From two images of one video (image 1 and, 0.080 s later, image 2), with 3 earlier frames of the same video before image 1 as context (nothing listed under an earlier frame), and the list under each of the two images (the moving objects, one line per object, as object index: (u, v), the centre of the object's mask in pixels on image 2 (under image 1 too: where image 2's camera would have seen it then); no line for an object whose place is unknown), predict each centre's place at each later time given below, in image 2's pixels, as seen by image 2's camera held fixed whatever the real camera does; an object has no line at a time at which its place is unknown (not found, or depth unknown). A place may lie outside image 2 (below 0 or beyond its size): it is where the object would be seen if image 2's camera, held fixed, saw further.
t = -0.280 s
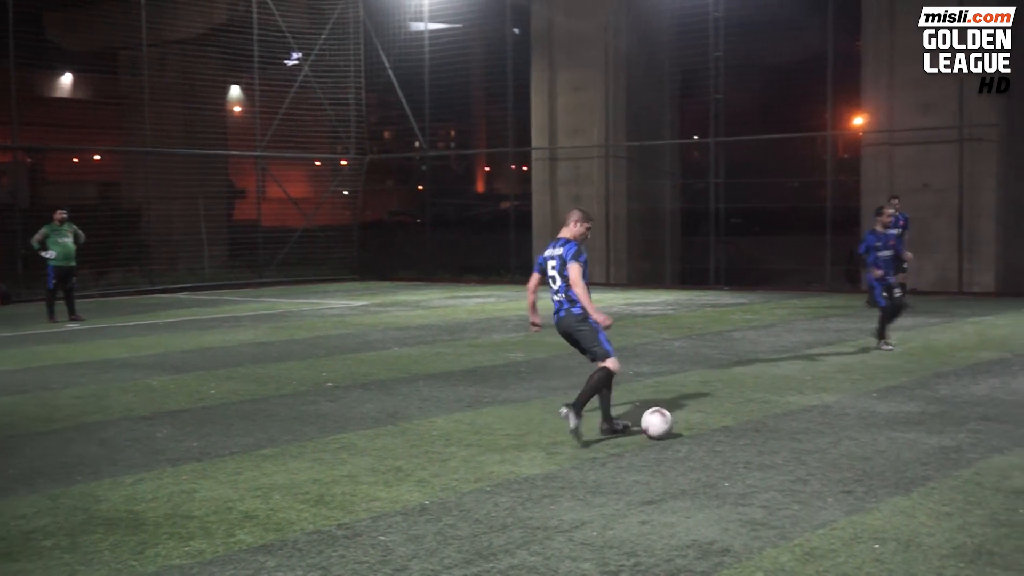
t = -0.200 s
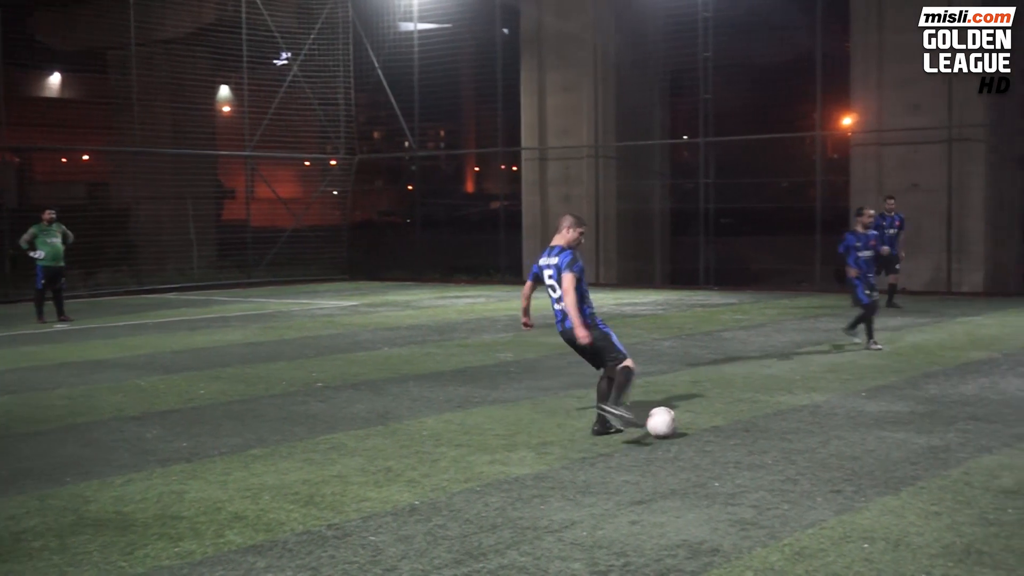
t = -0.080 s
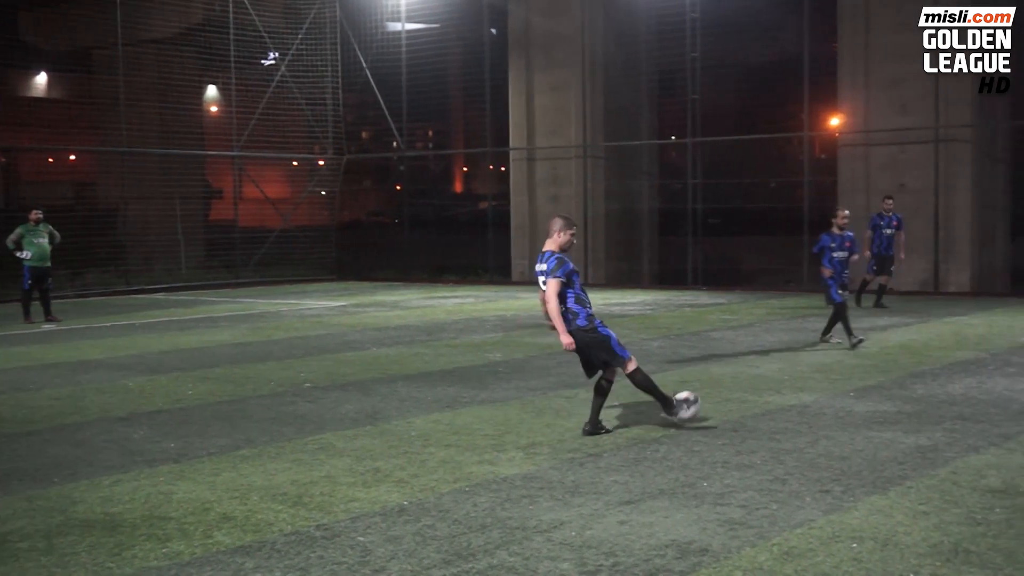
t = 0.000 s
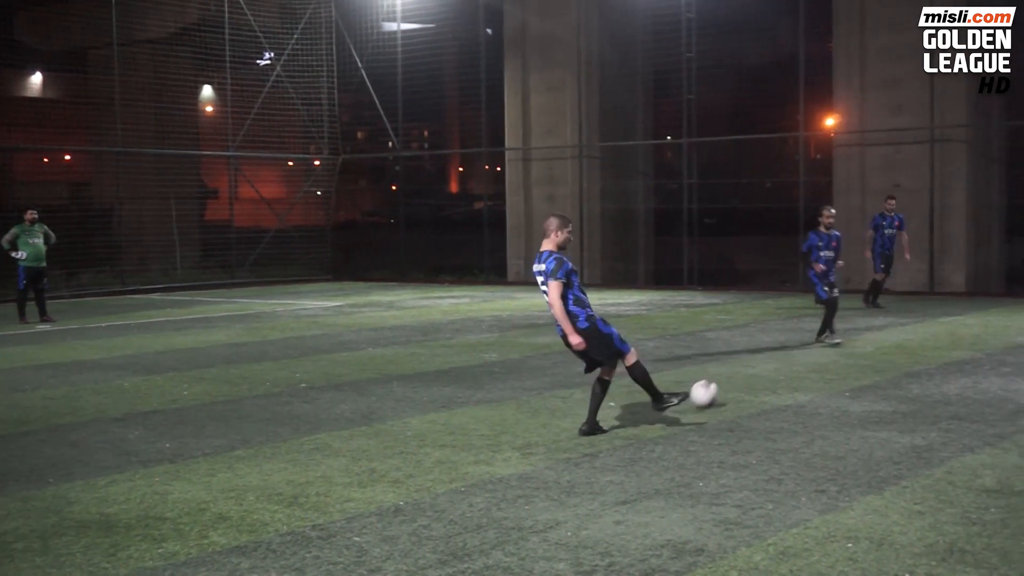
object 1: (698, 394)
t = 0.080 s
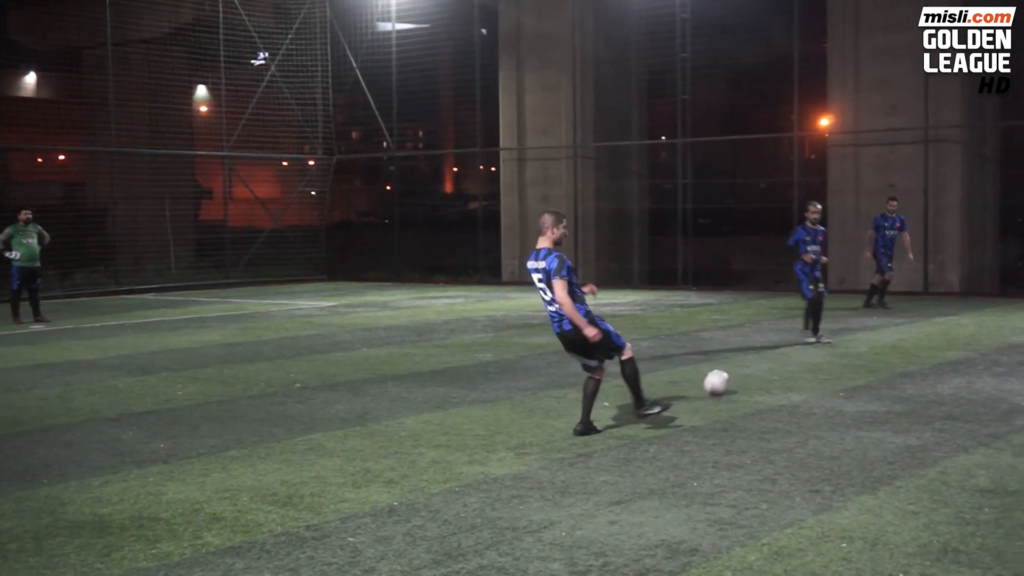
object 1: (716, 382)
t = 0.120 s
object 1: (724, 376)
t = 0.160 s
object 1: (730, 370)
